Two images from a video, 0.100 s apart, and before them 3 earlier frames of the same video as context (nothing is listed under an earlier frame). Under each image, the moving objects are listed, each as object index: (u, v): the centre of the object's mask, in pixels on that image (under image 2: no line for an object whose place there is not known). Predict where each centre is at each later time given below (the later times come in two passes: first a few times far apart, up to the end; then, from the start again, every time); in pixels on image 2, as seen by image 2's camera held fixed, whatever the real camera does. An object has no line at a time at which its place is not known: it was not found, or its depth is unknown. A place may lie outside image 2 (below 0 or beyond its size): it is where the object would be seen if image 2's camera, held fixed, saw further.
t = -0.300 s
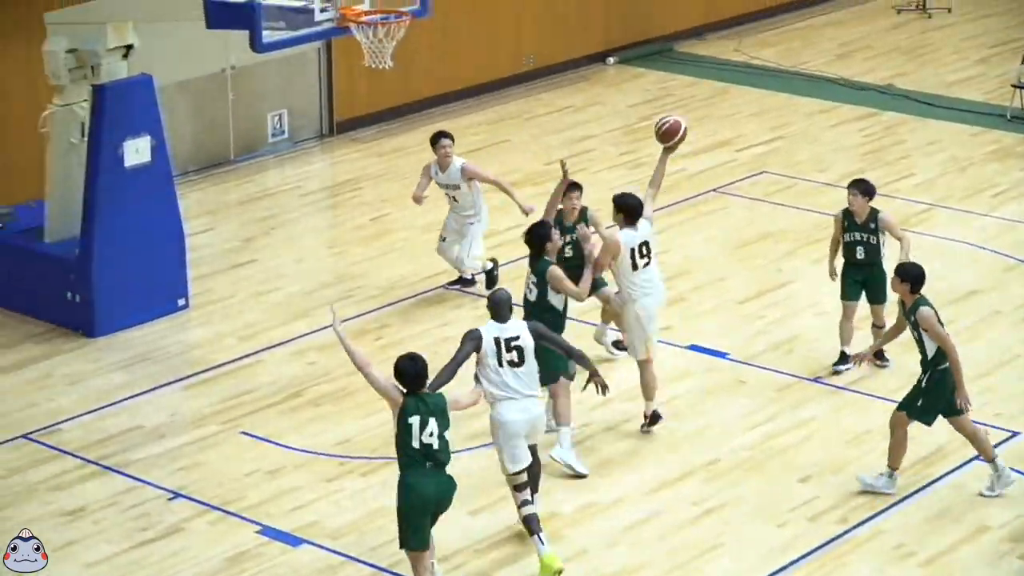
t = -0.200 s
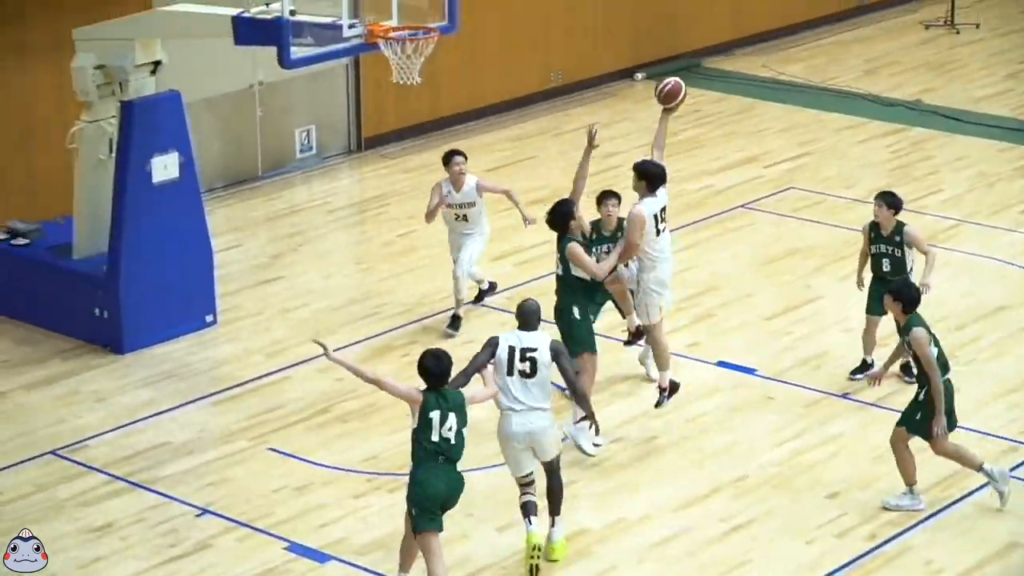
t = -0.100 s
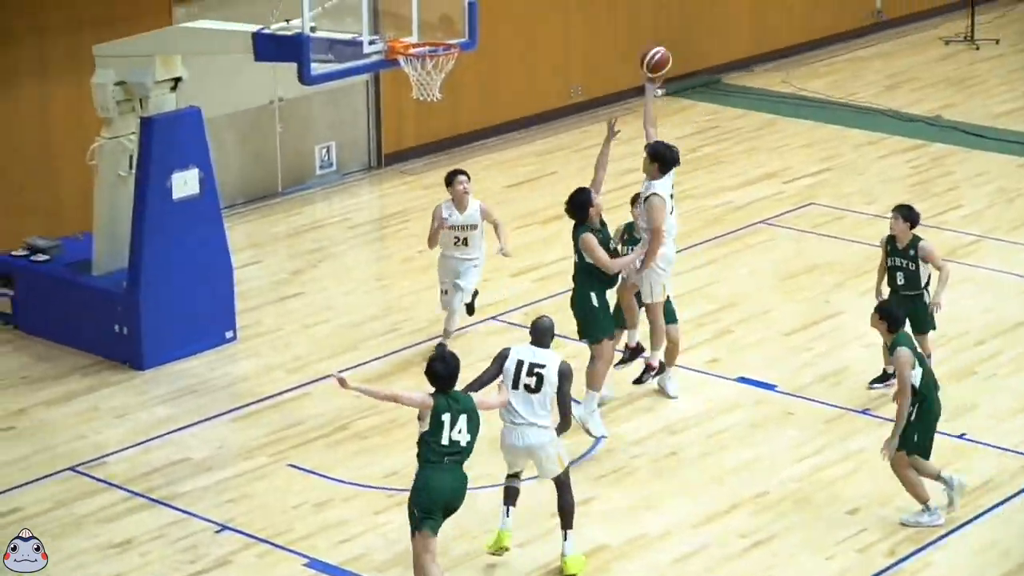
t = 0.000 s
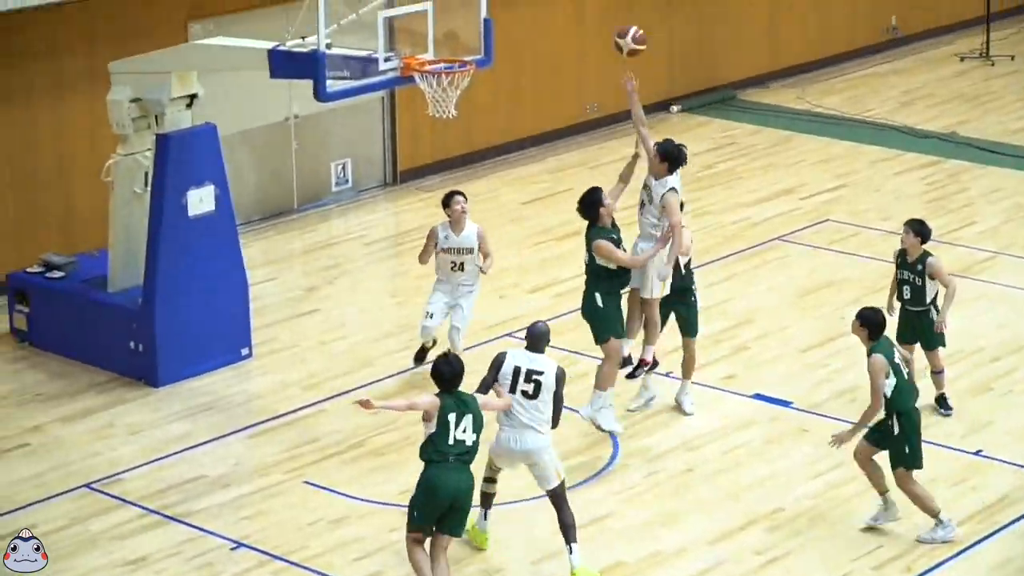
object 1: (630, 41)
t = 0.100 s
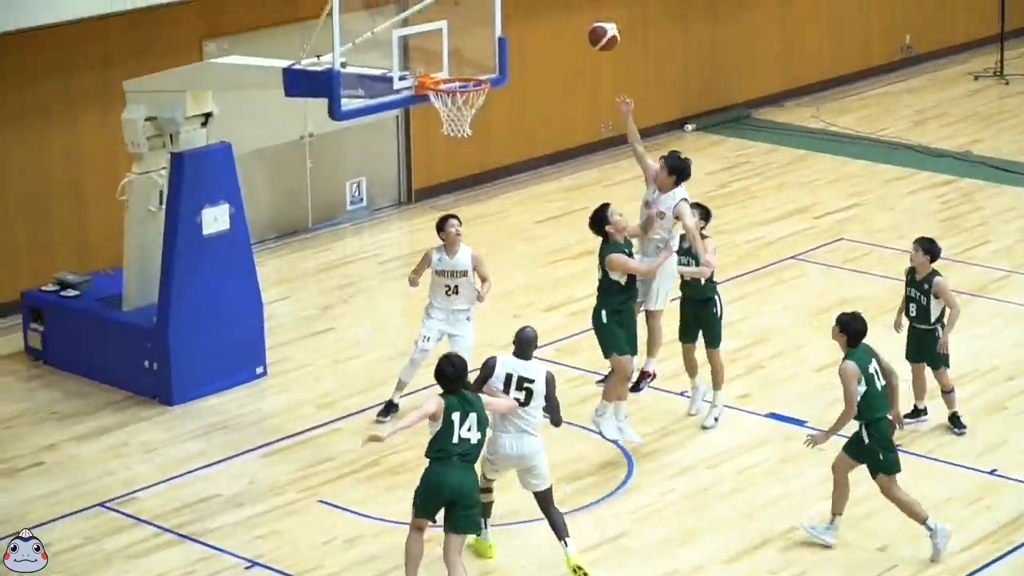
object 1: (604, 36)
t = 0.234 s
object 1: (551, 21)
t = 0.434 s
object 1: (470, 46)
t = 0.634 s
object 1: (439, 34)
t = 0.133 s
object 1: (590, 29)
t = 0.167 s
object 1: (577, 25)
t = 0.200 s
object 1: (564, 22)
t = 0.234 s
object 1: (551, 21)
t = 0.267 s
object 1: (536, 23)
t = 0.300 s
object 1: (523, 25)
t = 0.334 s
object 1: (509, 29)
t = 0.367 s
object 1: (496, 34)
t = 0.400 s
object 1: (483, 39)
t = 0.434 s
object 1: (470, 46)
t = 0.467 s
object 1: (457, 55)
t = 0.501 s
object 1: (443, 65)
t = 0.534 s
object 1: (440, 60)
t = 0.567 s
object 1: (440, 50)
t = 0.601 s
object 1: (439, 43)
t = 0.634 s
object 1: (439, 34)
